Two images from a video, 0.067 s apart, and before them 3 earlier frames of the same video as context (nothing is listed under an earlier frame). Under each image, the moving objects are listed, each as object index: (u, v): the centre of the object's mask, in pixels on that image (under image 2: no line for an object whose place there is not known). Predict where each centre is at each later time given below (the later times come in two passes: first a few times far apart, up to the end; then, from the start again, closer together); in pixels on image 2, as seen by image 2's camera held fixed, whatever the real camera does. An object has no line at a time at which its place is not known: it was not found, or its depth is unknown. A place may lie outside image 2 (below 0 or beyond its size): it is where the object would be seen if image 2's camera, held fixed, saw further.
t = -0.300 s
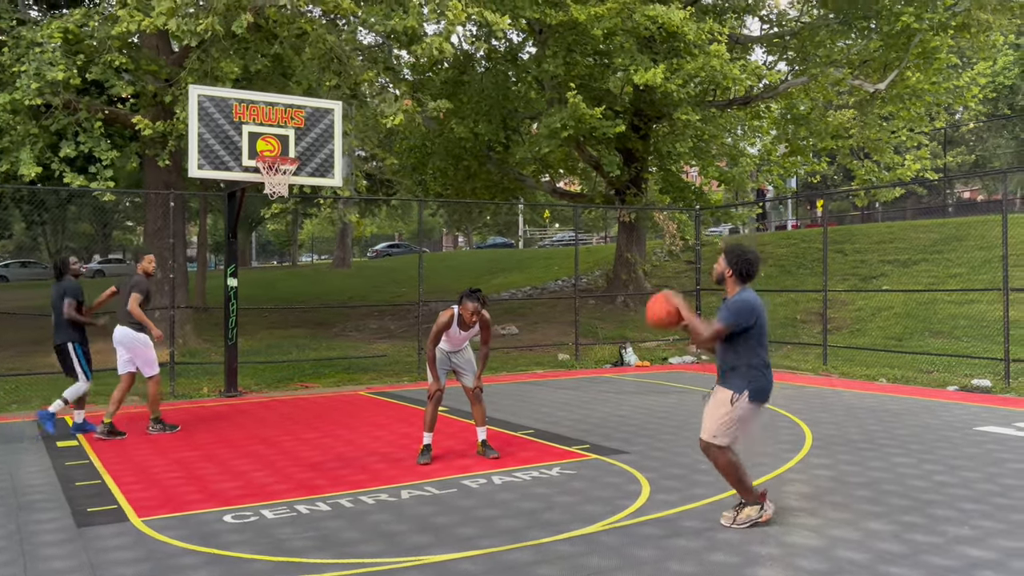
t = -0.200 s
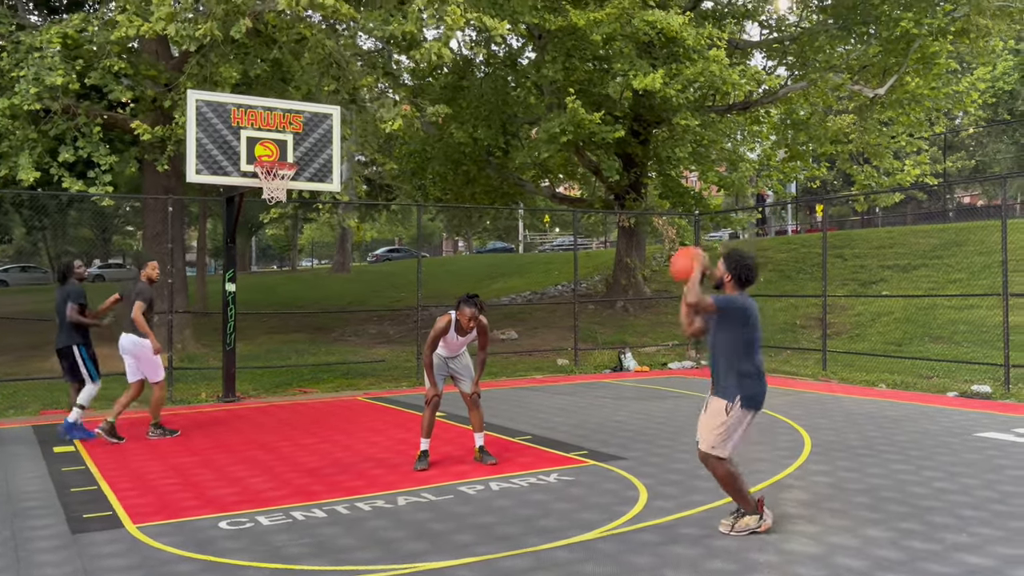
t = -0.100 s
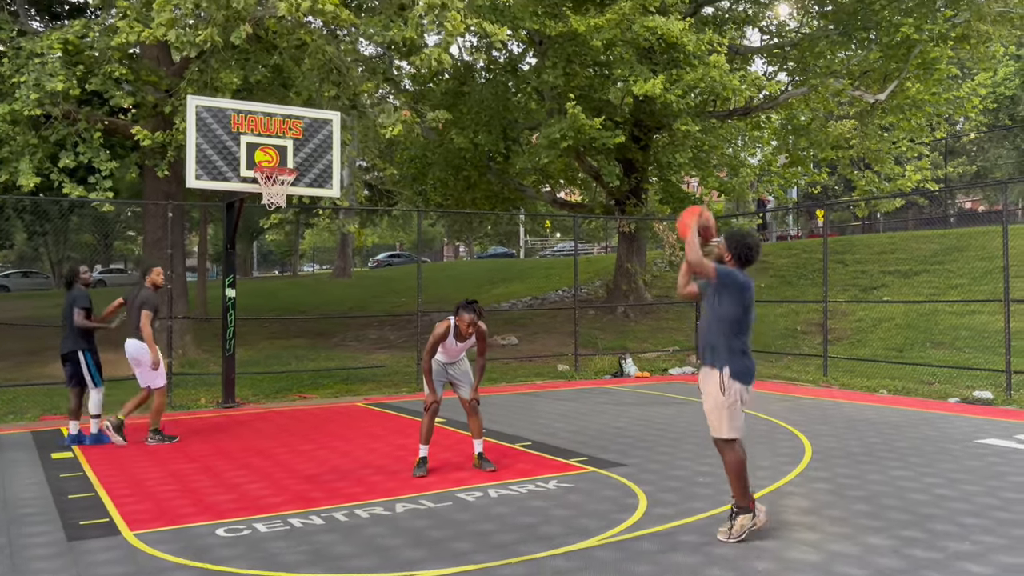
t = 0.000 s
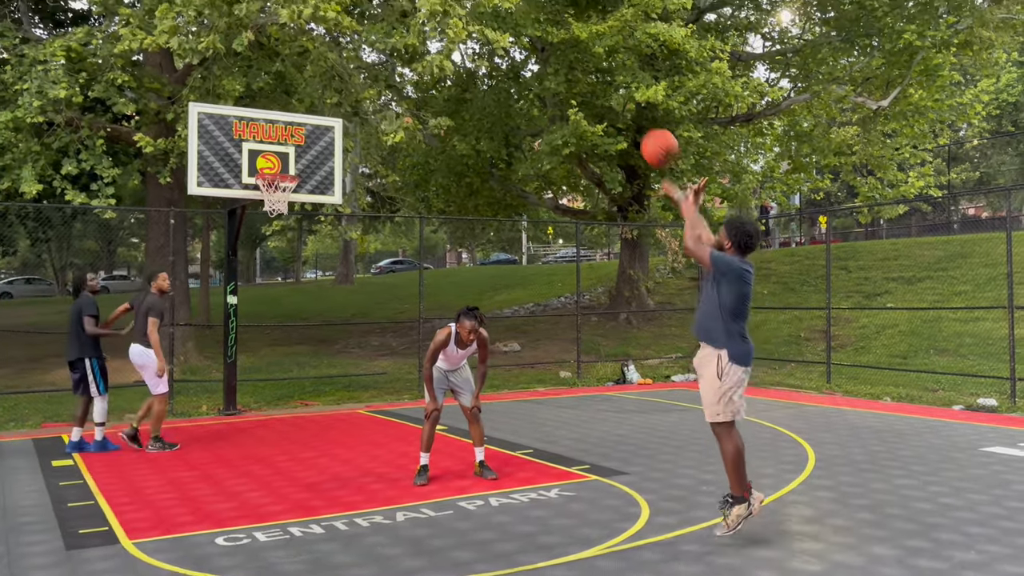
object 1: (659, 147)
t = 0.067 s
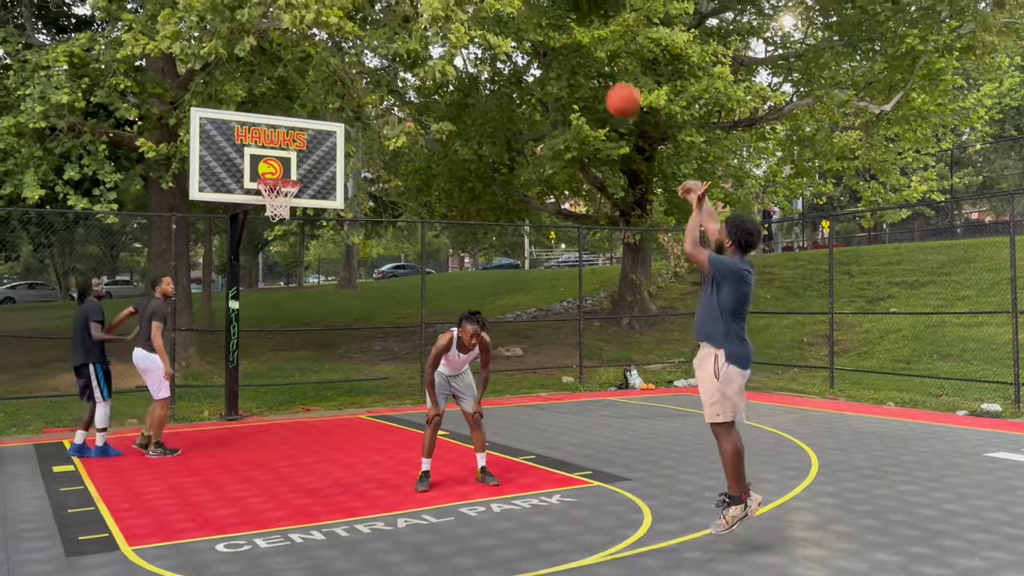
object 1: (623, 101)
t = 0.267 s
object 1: (528, 0)
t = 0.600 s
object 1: (413, -28)
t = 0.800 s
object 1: (361, 4)
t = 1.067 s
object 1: (307, 97)
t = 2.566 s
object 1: (390, 248)
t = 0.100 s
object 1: (606, 78)
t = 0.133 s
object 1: (588, 59)
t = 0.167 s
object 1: (572, 41)
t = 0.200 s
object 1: (557, 25)
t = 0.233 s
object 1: (542, 12)
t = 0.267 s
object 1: (528, 0)
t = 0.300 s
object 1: (514, -6)
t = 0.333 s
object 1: (501, -11)
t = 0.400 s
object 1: (477, -19)
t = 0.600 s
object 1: (413, -28)
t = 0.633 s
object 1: (402, -28)
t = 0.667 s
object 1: (394, -25)
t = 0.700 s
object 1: (386, -19)
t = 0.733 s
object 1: (377, -13)
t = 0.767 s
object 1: (369, -6)
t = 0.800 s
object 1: (361, 4)
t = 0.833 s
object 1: (354, 12)
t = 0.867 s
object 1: (347, 21)
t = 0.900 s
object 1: (340, 32)
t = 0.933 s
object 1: (332, 45)
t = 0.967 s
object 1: (325, 56)
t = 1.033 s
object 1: (313, 82)
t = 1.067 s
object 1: (307, 97)
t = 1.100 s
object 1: (301, 110)
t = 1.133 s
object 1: (295, 124)
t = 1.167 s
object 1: (289, 140)
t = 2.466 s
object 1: (371, 217)
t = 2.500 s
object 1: (377, 227)
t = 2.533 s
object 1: (384, 237)
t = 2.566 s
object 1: (390, 248)
